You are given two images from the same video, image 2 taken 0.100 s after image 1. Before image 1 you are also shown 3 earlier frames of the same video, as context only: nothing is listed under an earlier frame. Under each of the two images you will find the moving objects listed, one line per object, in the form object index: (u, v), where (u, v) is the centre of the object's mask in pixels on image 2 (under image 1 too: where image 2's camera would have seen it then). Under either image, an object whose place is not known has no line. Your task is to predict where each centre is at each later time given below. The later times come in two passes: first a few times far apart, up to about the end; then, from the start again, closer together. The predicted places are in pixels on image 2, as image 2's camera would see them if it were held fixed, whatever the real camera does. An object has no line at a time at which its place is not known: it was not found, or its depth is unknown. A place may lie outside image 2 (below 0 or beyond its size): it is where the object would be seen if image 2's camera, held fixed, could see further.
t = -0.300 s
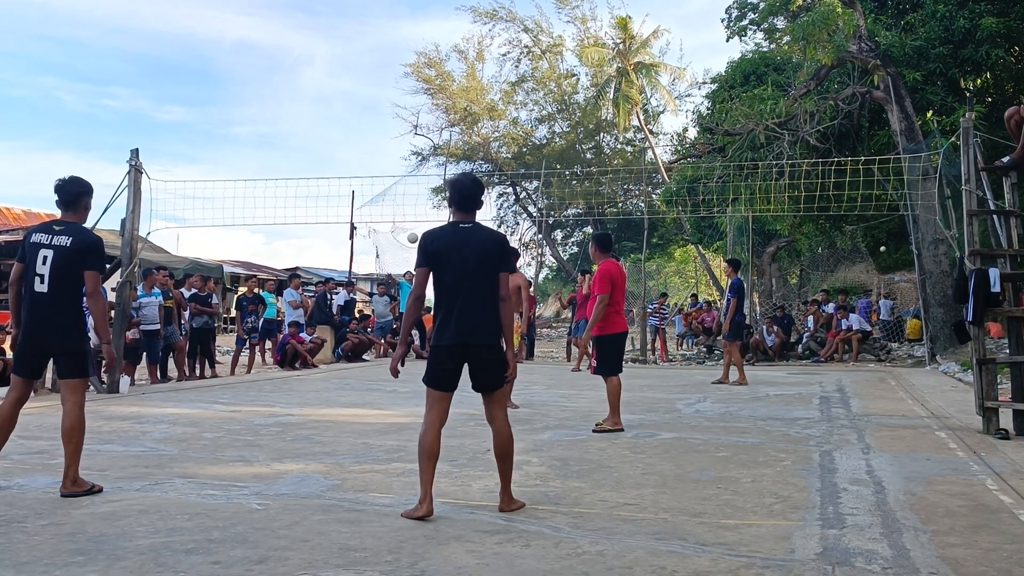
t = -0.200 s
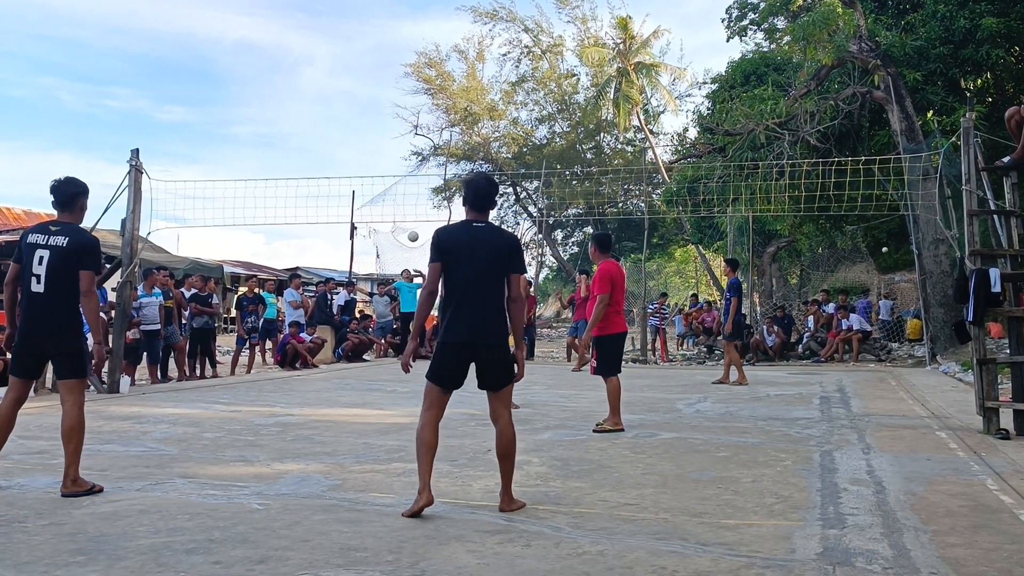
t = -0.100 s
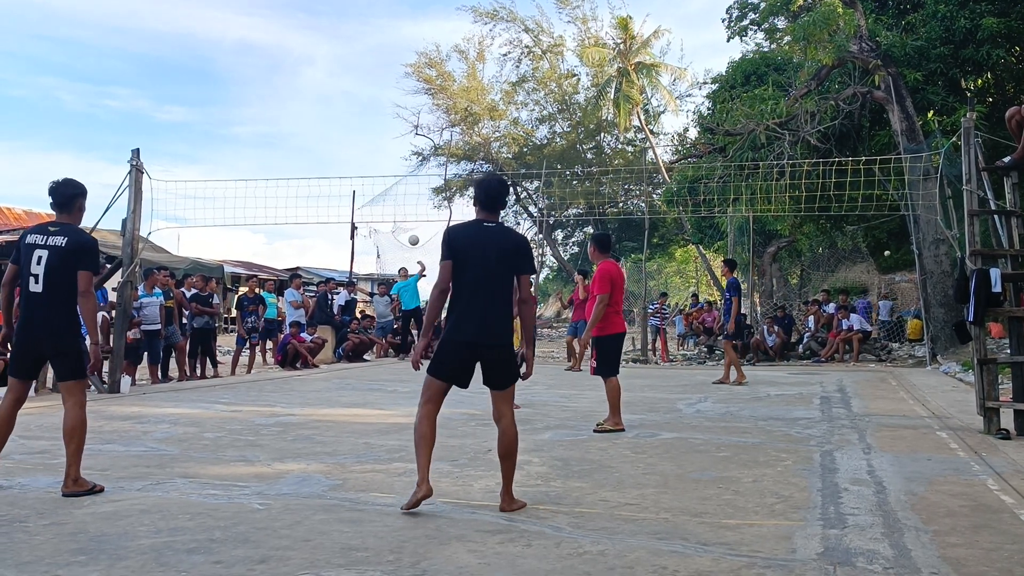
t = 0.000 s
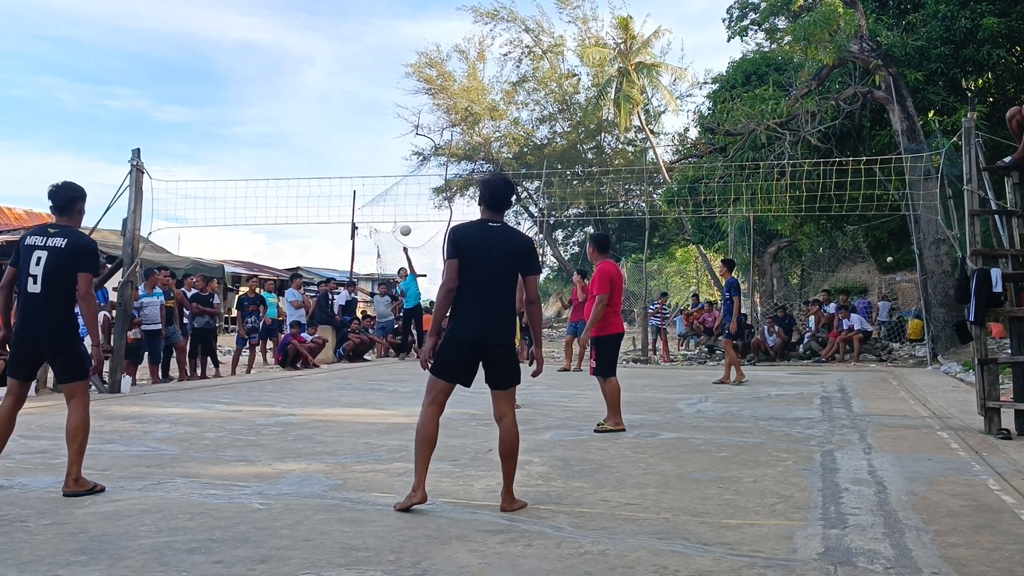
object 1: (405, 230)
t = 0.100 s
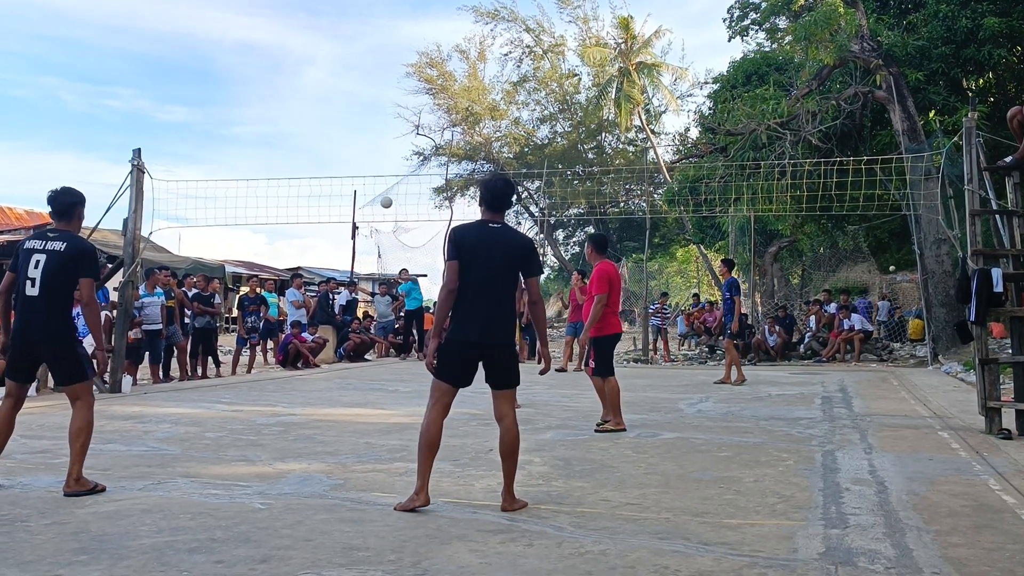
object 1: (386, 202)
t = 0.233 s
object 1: (356, 166)
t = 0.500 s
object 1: (274, 104)
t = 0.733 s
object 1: (162, 69)
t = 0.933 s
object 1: (12, 70)
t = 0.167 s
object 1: (372, 184)
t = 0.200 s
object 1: (364, 175)
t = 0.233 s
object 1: (356, 166)
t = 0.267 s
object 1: (347, 158)
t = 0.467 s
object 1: (286, 111)
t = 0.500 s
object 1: (274, 104)
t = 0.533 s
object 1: (261, 97)
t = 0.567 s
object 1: (247, 91)
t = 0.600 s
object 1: (232, 86)
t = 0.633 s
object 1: (217, 81)
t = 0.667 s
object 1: (200, 77)
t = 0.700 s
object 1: (182, 73)
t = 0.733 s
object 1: (162, 69)
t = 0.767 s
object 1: (142, 67)
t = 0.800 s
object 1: (119, 66)
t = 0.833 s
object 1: (96, 65)
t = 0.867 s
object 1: (70, 65)
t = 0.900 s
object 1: (42, 67)
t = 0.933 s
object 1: (12, 70)
